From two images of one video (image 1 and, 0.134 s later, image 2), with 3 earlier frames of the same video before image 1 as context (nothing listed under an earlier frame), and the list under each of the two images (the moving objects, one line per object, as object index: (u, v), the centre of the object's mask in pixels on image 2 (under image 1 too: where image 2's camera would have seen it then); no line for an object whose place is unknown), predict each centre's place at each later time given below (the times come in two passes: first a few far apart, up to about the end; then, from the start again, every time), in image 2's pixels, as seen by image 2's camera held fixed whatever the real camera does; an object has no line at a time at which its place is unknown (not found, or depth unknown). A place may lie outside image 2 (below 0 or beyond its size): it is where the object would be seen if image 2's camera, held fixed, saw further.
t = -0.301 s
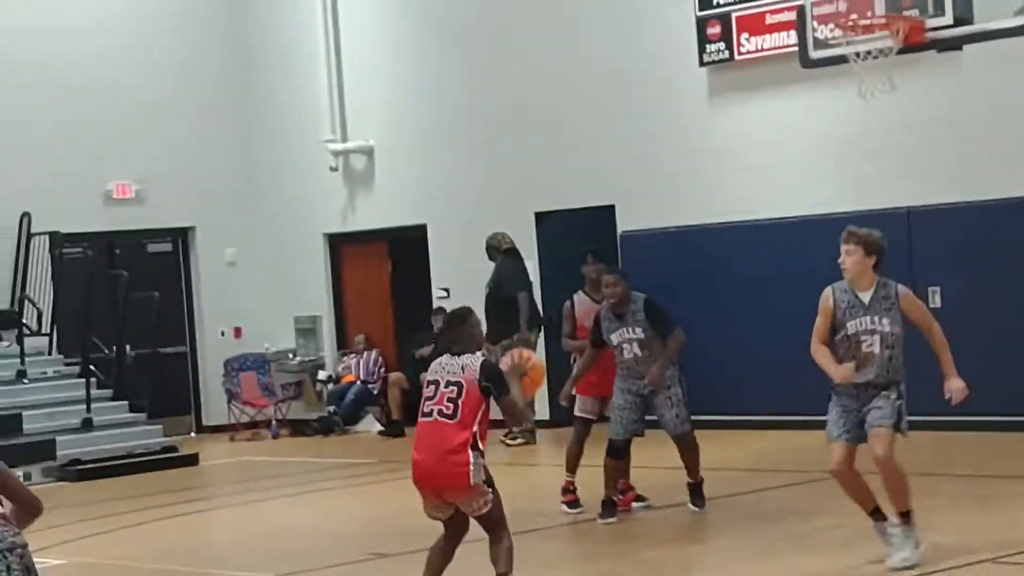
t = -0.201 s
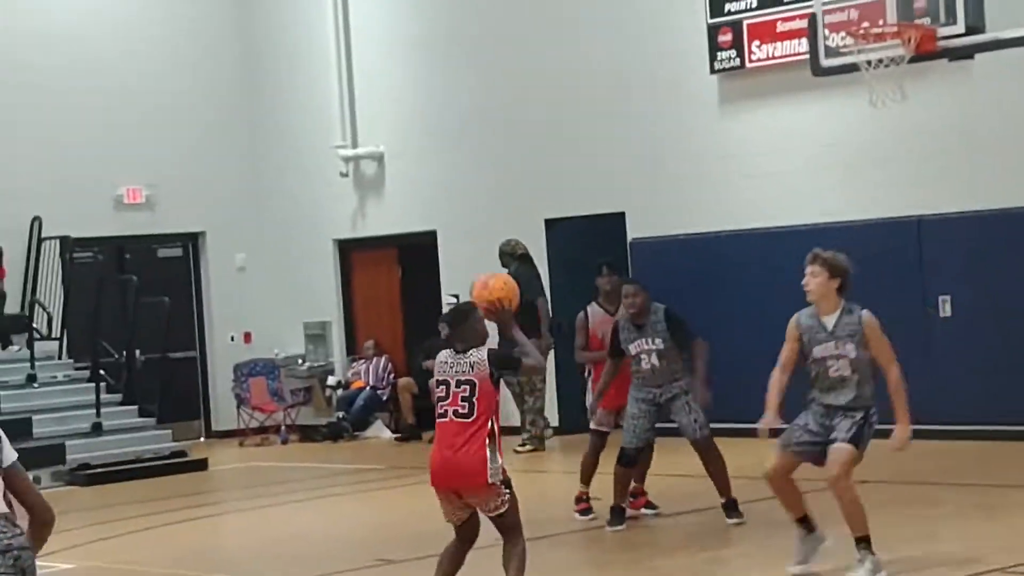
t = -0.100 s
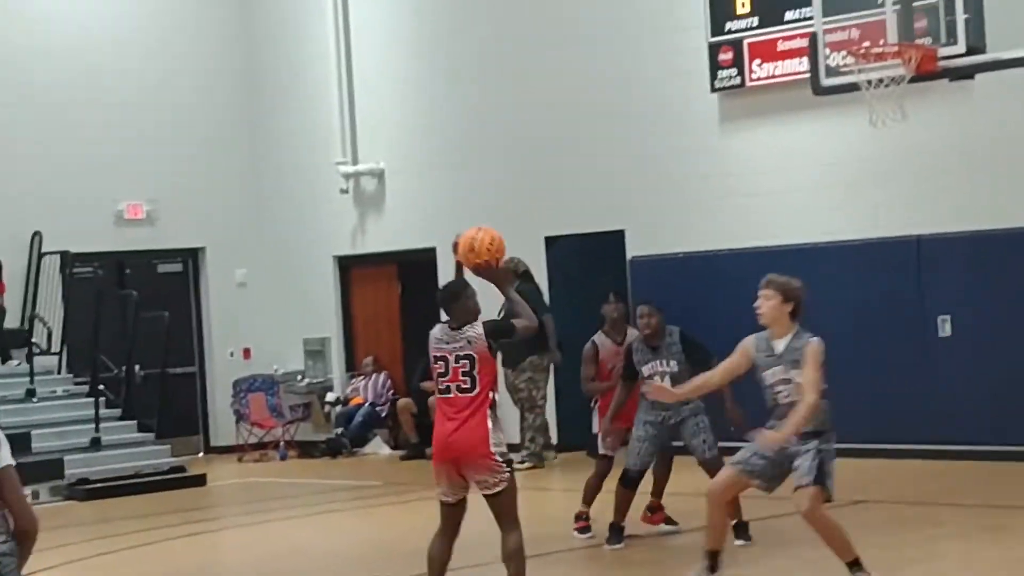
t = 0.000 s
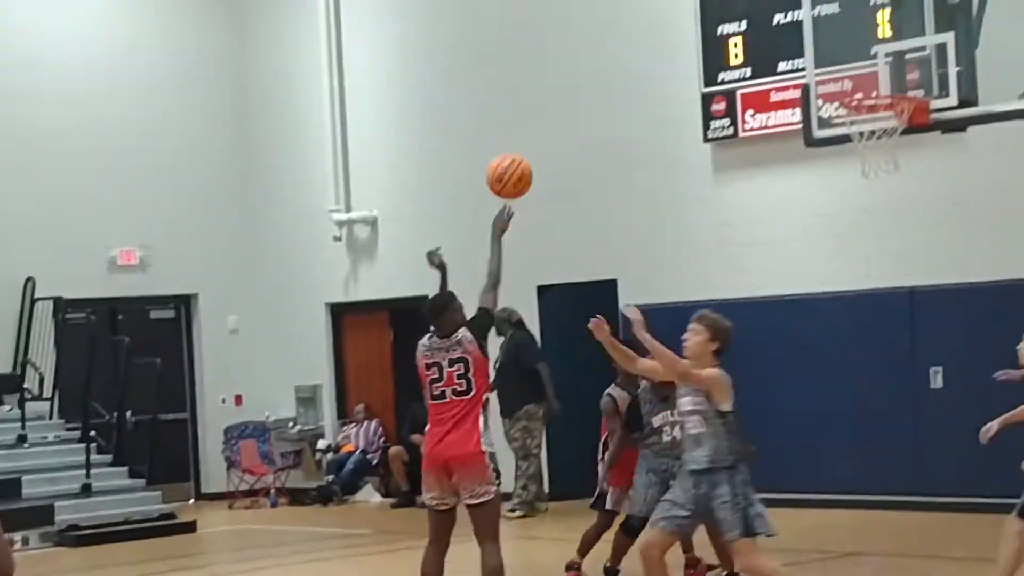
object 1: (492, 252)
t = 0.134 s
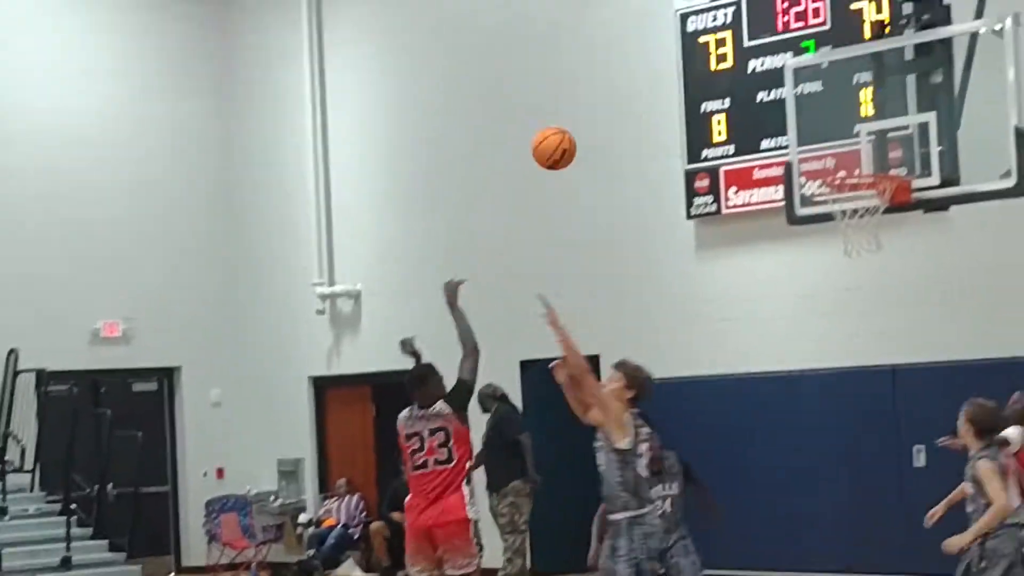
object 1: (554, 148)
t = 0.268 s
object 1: (612, 83)
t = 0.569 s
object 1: (733, 52)
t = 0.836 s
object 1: (834, 142)
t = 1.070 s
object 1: (874, 244)
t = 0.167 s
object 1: (569, 129)
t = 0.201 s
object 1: (583, 111)
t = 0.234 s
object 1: (597, 96)
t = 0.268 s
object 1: (612, 83)
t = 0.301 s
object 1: (626, 72)
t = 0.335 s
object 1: (639, 63)
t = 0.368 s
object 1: (653, 56)
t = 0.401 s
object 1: (667, 51)
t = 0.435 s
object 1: (680, 48)
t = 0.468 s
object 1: (693, 46)
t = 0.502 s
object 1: (707, 47)
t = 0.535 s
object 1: (720, 49)
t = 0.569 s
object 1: (733, 52)
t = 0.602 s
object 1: (746, 58)
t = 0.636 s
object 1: (759, 66)
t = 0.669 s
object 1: (771, 74)
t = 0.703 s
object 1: (785, 86)
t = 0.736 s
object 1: (797, 97)
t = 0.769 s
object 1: (810, 111)
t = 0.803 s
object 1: (822, 125)
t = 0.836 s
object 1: (834, 142)
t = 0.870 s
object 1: (847, 161)
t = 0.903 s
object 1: (859, 182)
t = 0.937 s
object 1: (869, 200)
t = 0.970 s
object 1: (879, 211)
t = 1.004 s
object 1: (878, 223)
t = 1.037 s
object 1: (876, 233)
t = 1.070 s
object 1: (874, 244)
